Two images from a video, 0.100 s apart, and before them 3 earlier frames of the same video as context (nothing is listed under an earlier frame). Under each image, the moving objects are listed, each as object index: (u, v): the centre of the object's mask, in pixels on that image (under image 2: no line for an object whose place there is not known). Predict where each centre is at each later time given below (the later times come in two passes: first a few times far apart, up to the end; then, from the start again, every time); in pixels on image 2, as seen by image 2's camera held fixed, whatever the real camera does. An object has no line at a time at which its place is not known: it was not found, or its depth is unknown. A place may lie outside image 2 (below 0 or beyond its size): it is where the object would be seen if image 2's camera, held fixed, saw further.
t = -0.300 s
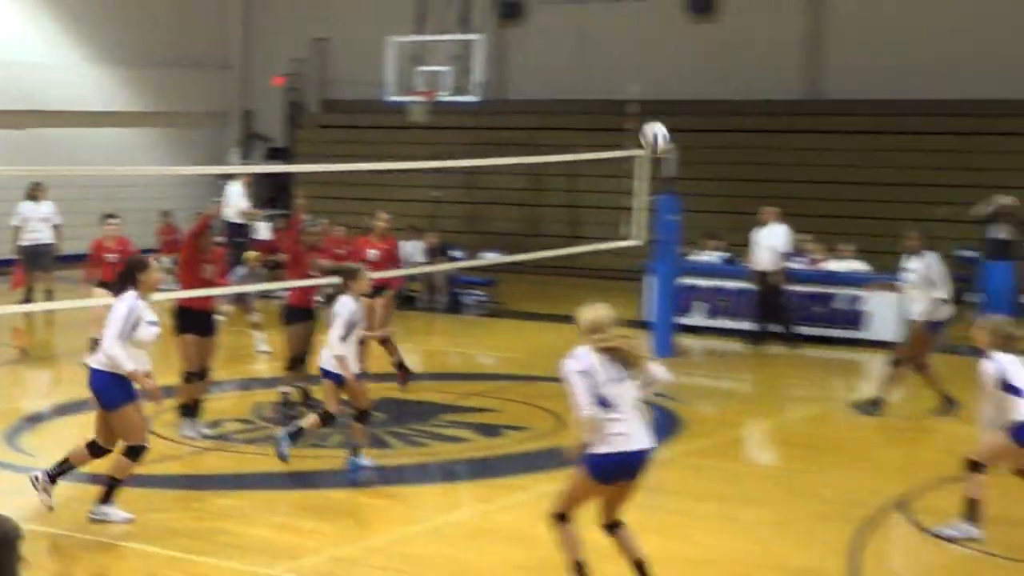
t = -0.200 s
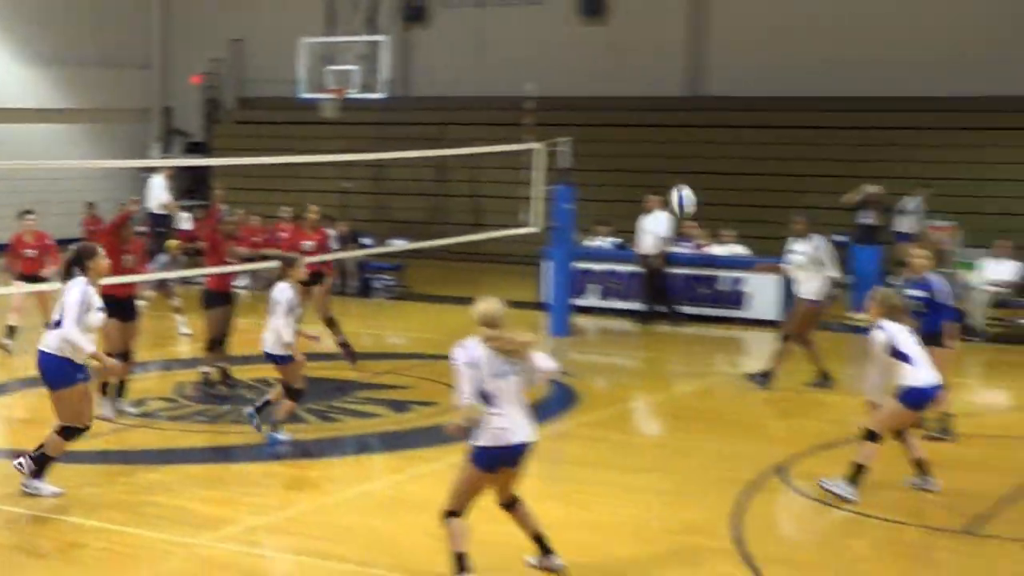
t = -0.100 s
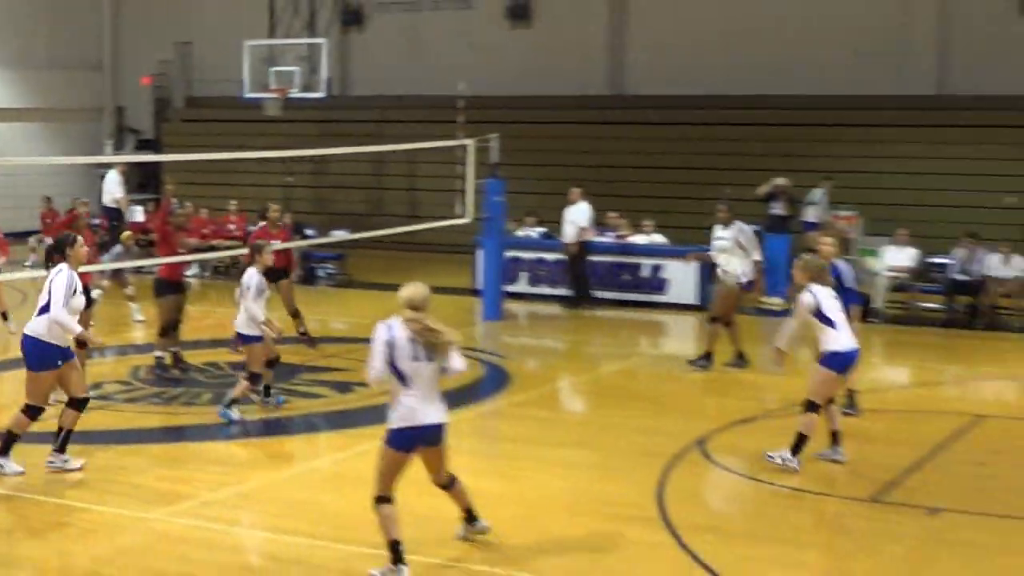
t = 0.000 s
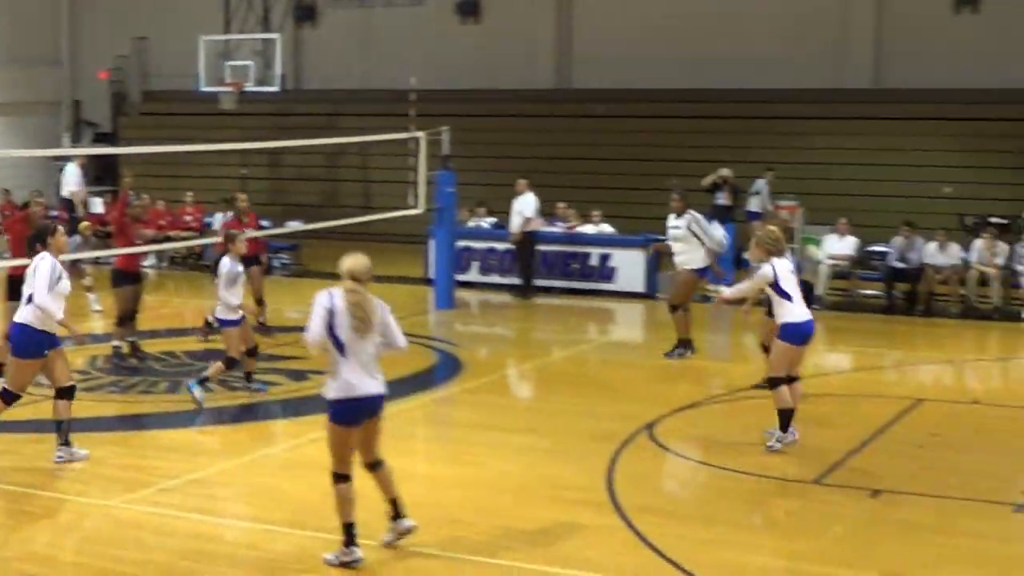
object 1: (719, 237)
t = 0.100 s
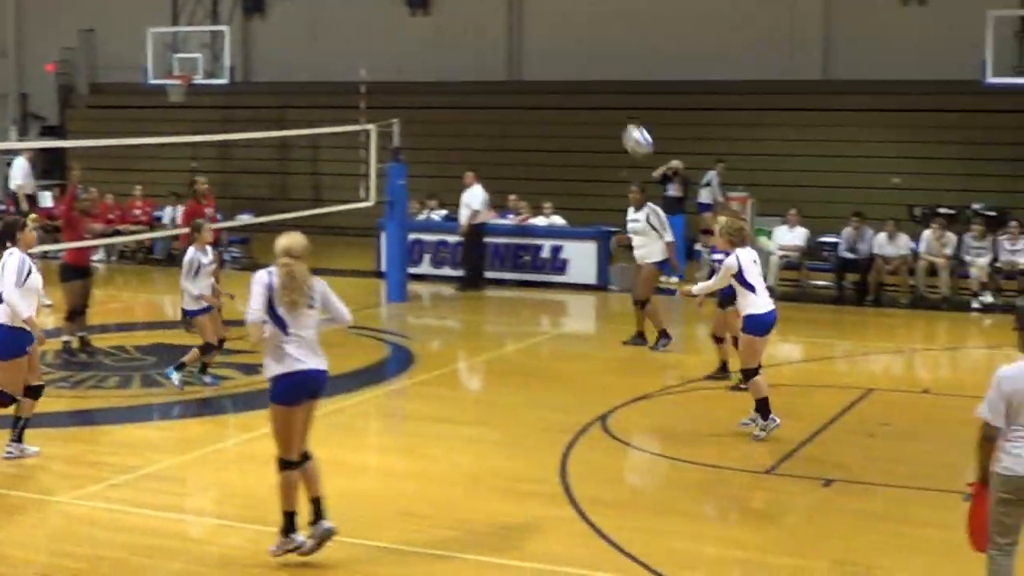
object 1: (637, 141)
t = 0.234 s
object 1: (596, 41)
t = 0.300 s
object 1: (580, 11)
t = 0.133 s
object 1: (627, 114)
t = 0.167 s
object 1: (617, 90)
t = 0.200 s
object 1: (607, 66)
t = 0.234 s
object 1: (596, 41)
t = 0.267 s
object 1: (588, 21)
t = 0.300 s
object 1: (580, 11)
